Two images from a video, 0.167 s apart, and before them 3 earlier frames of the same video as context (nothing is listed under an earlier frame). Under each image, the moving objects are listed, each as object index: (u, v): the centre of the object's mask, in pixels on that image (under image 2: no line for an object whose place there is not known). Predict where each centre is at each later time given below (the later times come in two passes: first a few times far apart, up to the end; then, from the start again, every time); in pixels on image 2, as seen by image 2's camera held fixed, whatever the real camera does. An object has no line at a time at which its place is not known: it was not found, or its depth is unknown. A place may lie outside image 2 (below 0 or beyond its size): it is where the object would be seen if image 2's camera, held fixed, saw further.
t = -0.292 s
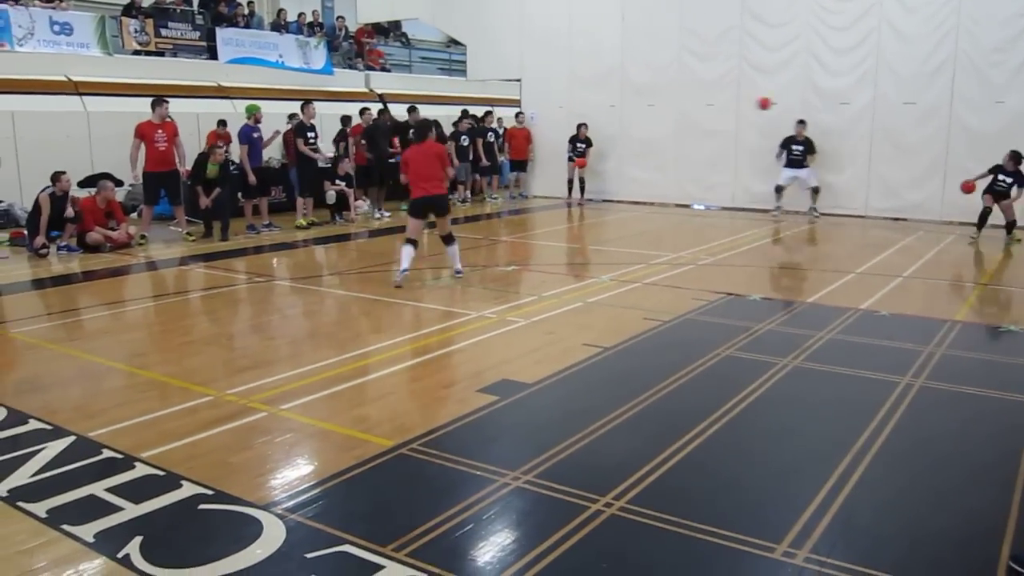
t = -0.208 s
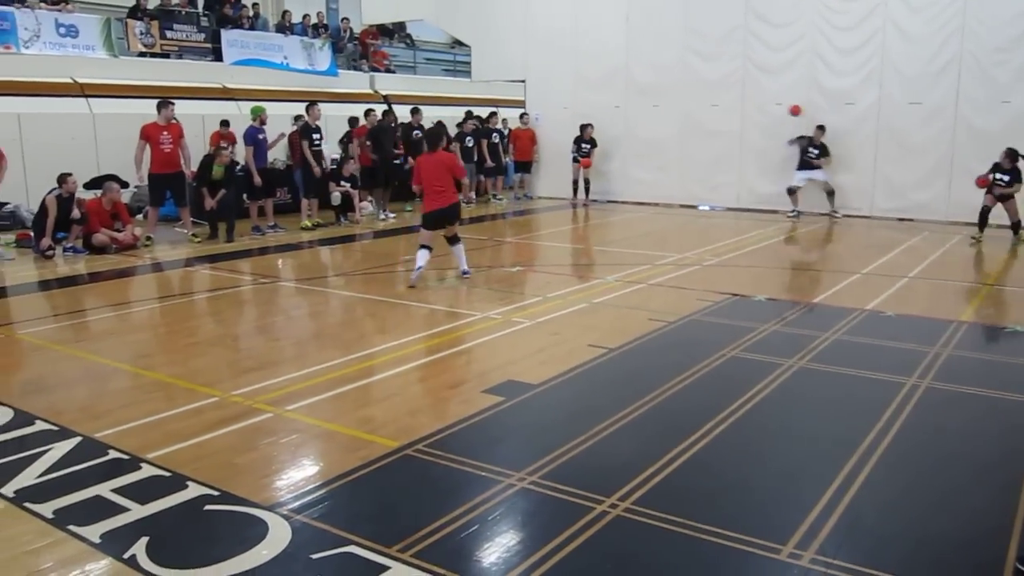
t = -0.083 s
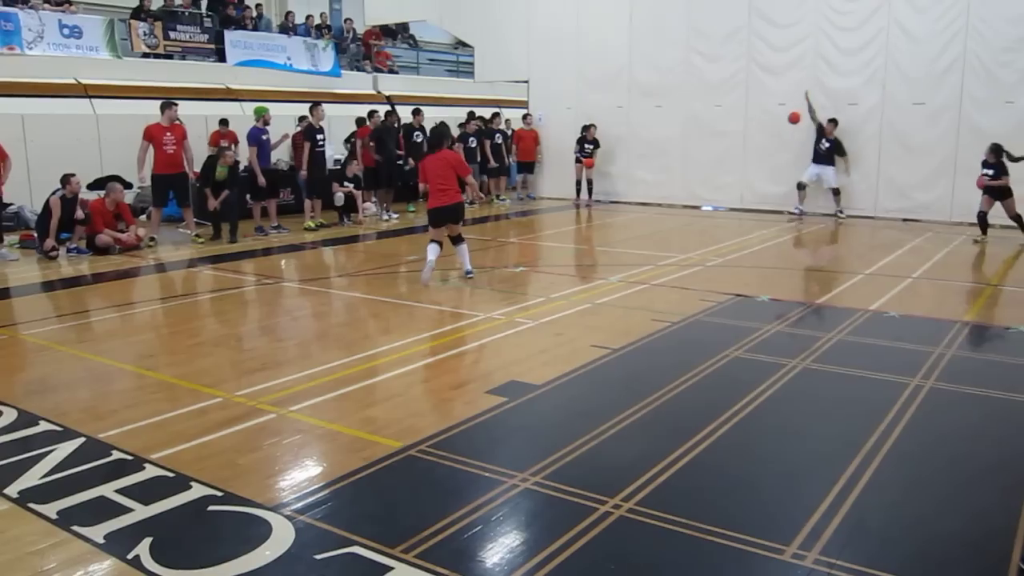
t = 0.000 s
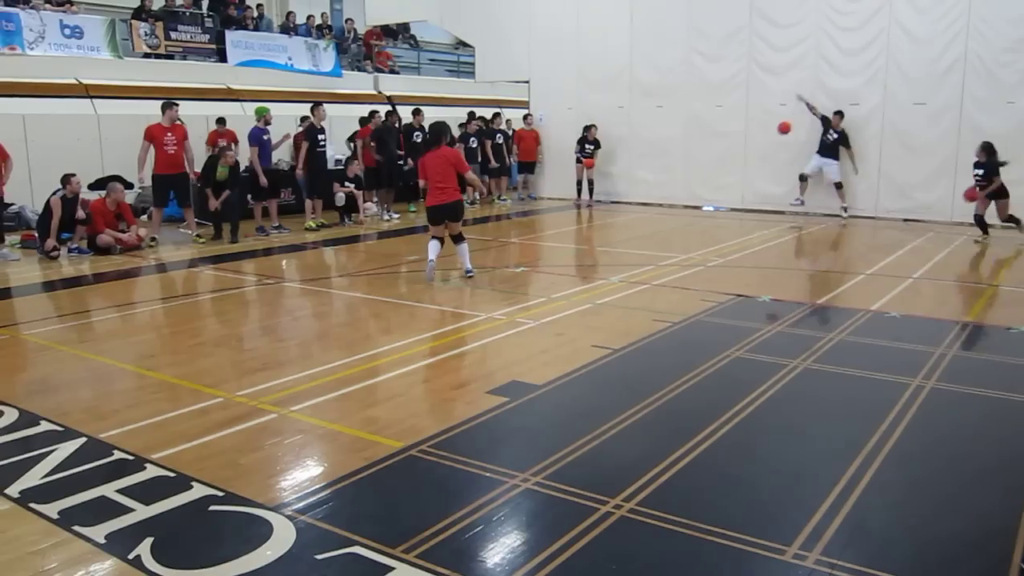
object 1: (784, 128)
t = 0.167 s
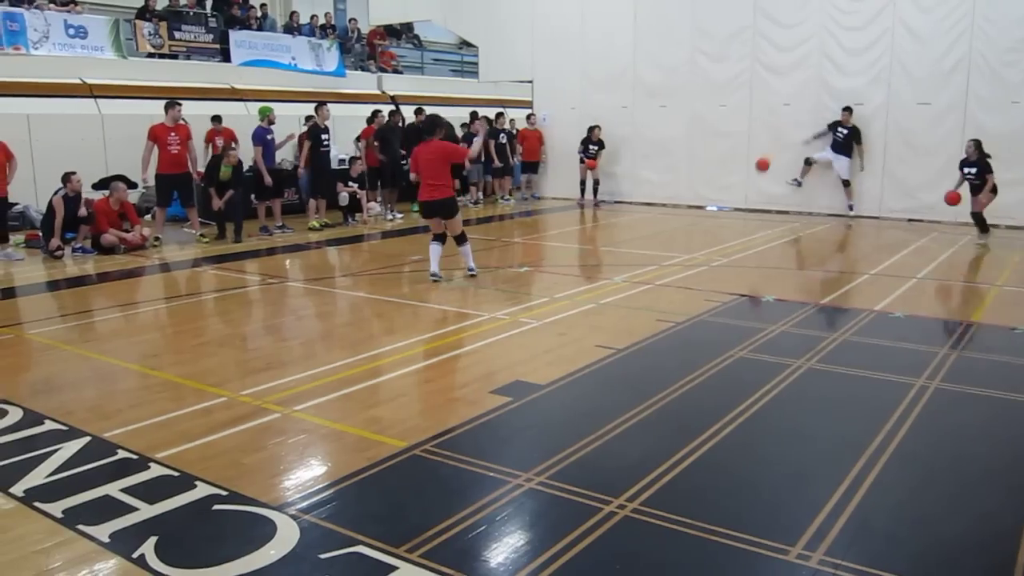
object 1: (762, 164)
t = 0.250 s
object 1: (748, 193)
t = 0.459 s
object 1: (707, 215)
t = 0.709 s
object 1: (654, 189)
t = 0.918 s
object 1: (602, 211)
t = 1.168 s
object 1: (533, 266)
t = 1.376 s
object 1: (474, 251)
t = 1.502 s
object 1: (433, 266)
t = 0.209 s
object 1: (755, 178)
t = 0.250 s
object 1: (748, 193)
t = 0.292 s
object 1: (739, 210)
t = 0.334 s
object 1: (731, 229)
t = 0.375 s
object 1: (723, 233)
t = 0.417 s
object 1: (715, 224)
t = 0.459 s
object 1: (707, 215)
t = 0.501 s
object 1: (699, 208)
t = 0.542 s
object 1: (691, 201)
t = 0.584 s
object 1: (682, 196)
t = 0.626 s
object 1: (672, 193)
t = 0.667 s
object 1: (663, 190)
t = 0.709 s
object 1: (654, 189)
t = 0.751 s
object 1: (644, 190)
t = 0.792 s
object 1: (633, 193)
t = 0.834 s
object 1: (623, 197)
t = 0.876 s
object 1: (612, 202)
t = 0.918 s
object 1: (602, 211)
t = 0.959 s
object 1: (590, 220)
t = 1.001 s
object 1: (580, 232)
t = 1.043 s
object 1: (568, 246)
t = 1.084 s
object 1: (556, 263)
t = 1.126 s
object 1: (545, 274)
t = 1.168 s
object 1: (533, 266)
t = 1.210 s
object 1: (523, 259)
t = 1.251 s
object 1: (511, 254)
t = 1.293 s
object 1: (499, 251)
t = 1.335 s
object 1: (487, 250)
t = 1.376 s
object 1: (474, 251)
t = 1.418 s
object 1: (460, 254)
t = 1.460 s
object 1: (447, 259)
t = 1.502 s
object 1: (433, 266)
